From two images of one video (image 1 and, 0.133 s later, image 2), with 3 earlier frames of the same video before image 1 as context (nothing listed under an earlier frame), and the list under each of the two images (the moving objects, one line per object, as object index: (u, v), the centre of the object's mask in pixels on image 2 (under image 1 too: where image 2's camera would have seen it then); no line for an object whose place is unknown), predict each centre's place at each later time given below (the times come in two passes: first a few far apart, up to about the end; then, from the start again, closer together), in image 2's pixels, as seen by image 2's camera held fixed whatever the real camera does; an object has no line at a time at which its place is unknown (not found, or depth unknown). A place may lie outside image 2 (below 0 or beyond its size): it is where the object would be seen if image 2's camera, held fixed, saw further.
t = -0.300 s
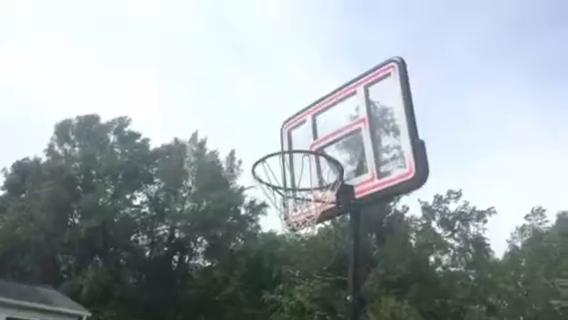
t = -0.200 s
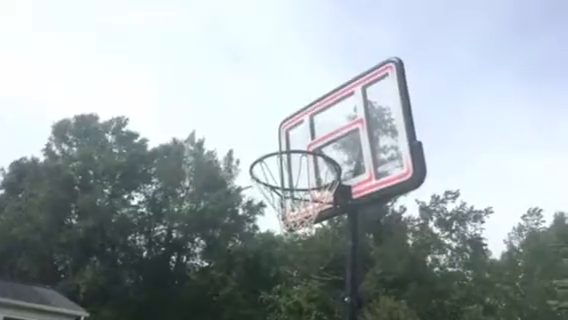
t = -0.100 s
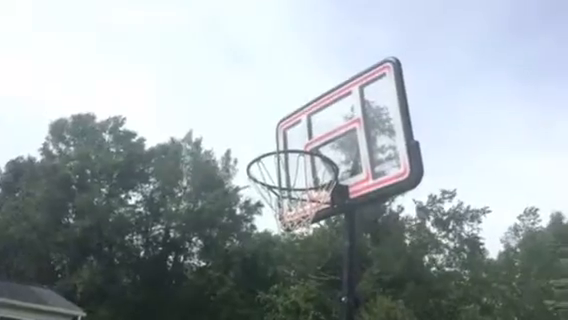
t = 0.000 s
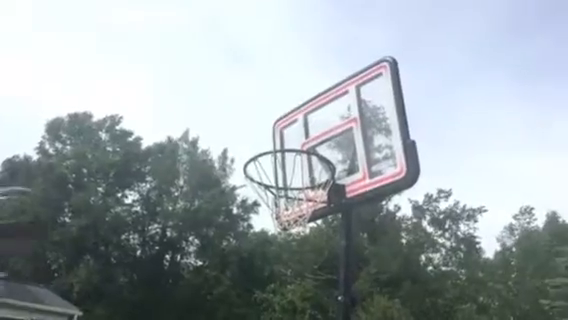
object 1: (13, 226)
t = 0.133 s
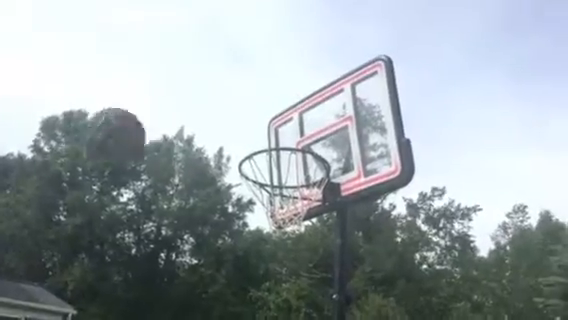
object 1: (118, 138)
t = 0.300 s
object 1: (203, 104)
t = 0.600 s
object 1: (300, 162)
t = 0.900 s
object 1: (299, 164)
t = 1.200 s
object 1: (278, 225)
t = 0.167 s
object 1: (136, 125)
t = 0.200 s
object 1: (154, 116)
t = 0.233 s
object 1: (171, 109)
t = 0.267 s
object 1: (188, 106)
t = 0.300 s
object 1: (203, 104)
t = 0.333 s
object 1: (218, 105)
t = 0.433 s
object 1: (258, 117)
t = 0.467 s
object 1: (270, 125)
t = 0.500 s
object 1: (283, 134)
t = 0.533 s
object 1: (295, 146)
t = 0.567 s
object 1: (307, 161)
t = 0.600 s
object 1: (300, 162)
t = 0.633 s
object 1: (287, 160)
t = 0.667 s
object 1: (274, 160)
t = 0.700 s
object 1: (260, 163)
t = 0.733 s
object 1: (265, 159)
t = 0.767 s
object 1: (272, 156)
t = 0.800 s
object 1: (281, 156)
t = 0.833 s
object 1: (287, 156)
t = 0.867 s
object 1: (293, 159)
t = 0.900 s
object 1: (299, 164)
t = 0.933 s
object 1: (303, 170)
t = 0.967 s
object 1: (297, 177)
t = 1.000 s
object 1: (292, 187)
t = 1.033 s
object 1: (288, 201)
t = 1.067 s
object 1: (284, 212)
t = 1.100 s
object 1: (281, 219)
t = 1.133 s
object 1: (279, 224)
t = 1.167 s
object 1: (279, 224)
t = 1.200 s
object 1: (278, 225)
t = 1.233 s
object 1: (278, 225)
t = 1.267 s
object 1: (279, 226)
